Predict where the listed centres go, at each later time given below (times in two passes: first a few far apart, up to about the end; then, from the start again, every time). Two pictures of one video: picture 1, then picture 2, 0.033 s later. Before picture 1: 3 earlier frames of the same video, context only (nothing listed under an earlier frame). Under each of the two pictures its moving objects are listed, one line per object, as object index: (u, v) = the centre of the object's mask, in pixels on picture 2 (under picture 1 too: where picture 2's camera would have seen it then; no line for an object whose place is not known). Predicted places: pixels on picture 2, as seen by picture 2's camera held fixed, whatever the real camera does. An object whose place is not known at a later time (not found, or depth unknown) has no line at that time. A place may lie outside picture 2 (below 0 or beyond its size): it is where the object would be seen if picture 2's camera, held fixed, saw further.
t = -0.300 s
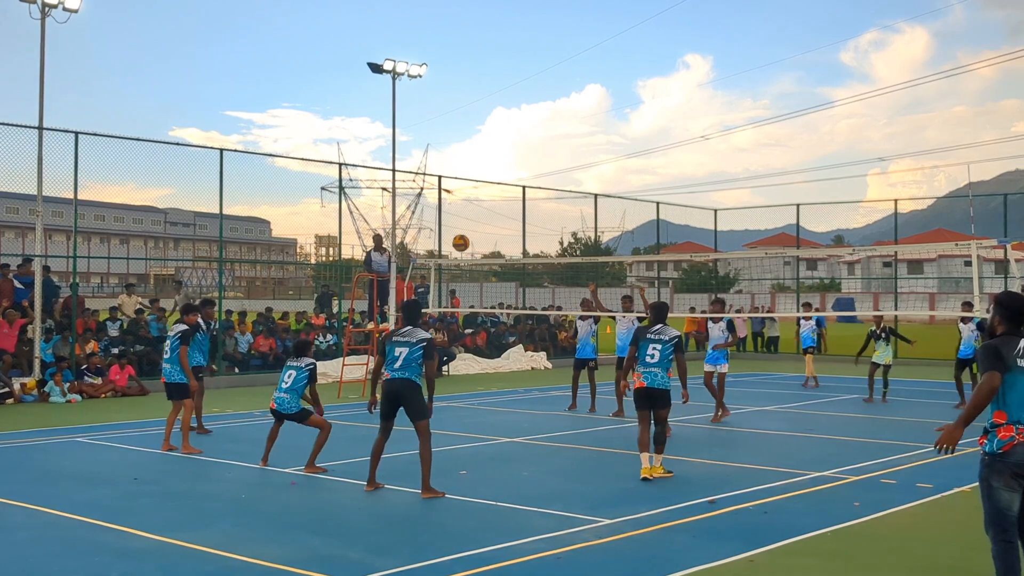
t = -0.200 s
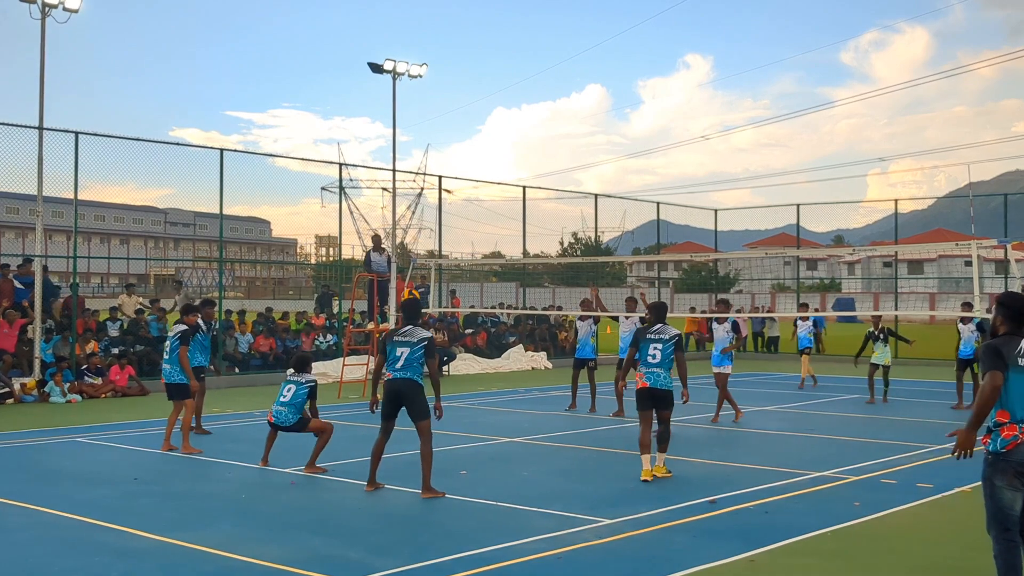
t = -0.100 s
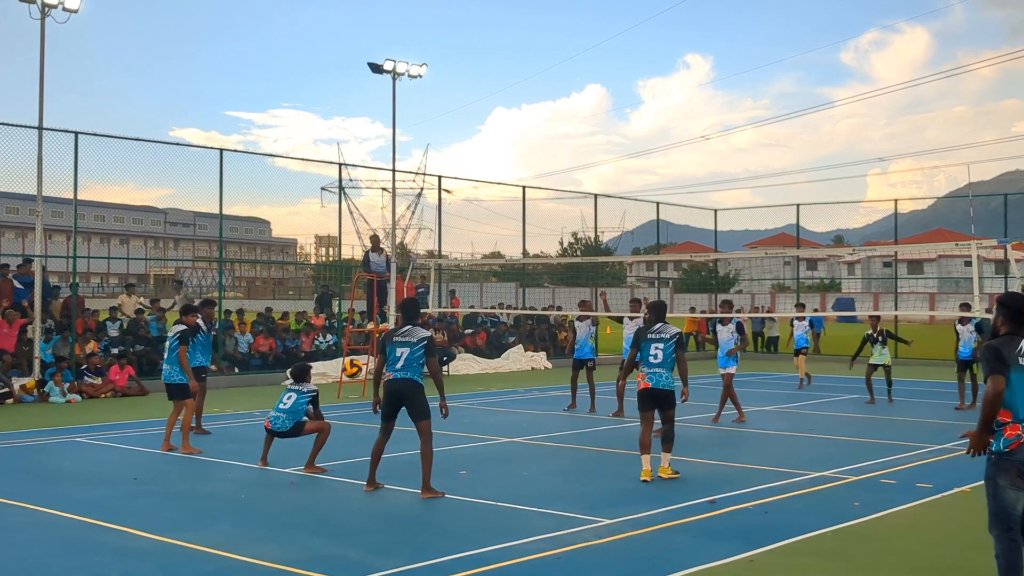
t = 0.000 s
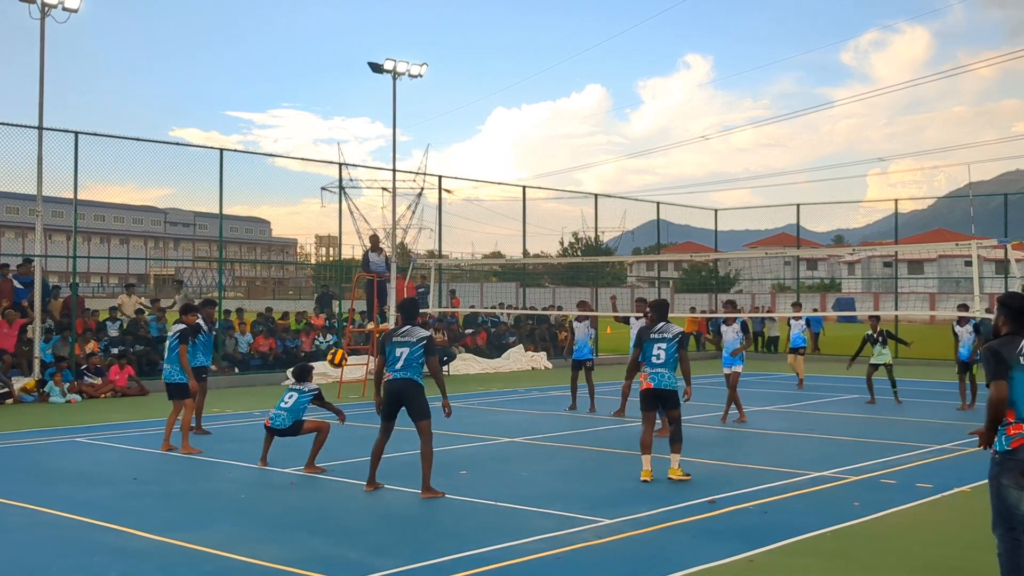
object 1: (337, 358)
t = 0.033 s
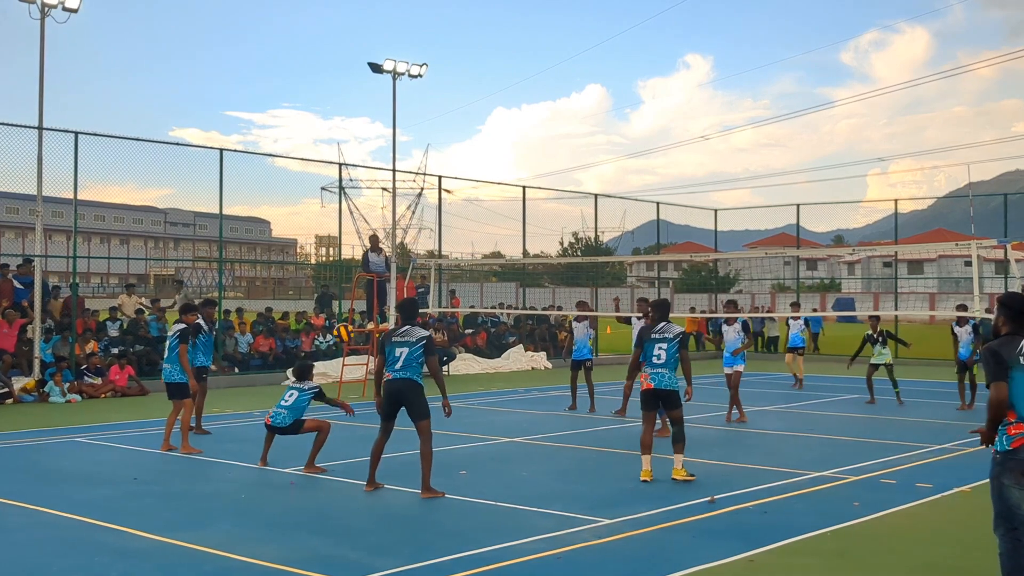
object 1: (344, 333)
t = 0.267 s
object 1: (383, 195)
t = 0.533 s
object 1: (417, 107)
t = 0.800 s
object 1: (443, 83)
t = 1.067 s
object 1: (465, 112)
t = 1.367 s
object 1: (486, 201)
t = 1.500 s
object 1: (494, 256)
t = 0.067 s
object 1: (350, 310)
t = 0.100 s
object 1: (356, 287)
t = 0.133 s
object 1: (361, 266)
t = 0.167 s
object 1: (367, 247)
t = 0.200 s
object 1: (373, 228)
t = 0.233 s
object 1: (378, 211)
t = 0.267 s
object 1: (383, 195)
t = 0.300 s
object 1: (387, 181)
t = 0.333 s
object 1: (392, 167)
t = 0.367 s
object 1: (396, 155)
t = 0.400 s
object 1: (401, 143)
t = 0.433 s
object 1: (406, 133)
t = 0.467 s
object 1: (410, 123)
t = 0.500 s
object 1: (413, 115)
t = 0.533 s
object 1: (417, 107)
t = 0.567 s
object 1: (420, 101)
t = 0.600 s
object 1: (424, 96)
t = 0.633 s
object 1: (428, 91)
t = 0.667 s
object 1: (431, 88)
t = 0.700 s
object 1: (434, 85)
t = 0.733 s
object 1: (437, 83)
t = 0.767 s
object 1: (440, 82)
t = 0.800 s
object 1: (443, 83)
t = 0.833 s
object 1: (446, 84)
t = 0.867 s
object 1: (449, 85)
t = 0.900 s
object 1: (452, 88)
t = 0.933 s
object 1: (455, 91)
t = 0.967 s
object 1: (457, 95)
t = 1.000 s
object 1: (460, 100)
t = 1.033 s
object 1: (463, 106)
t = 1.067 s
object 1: (465, 112)
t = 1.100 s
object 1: (468, 119)
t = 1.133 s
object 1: (470, 127)
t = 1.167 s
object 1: (473, 135)
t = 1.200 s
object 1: (475, 145)
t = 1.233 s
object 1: (477, 154)
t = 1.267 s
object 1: (479, 165)
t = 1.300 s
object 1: (482, 177)
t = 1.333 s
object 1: (484, 188)
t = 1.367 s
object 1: (486, 201)
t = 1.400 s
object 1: (488, 214)
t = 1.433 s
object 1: (490, 227)
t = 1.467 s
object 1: (492, 241)
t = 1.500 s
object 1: (494, 256)
